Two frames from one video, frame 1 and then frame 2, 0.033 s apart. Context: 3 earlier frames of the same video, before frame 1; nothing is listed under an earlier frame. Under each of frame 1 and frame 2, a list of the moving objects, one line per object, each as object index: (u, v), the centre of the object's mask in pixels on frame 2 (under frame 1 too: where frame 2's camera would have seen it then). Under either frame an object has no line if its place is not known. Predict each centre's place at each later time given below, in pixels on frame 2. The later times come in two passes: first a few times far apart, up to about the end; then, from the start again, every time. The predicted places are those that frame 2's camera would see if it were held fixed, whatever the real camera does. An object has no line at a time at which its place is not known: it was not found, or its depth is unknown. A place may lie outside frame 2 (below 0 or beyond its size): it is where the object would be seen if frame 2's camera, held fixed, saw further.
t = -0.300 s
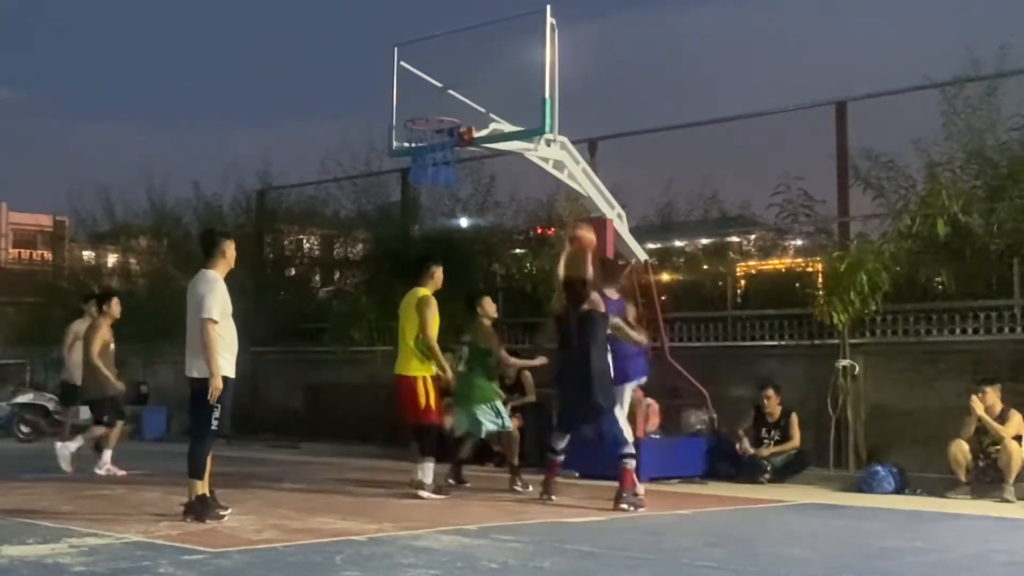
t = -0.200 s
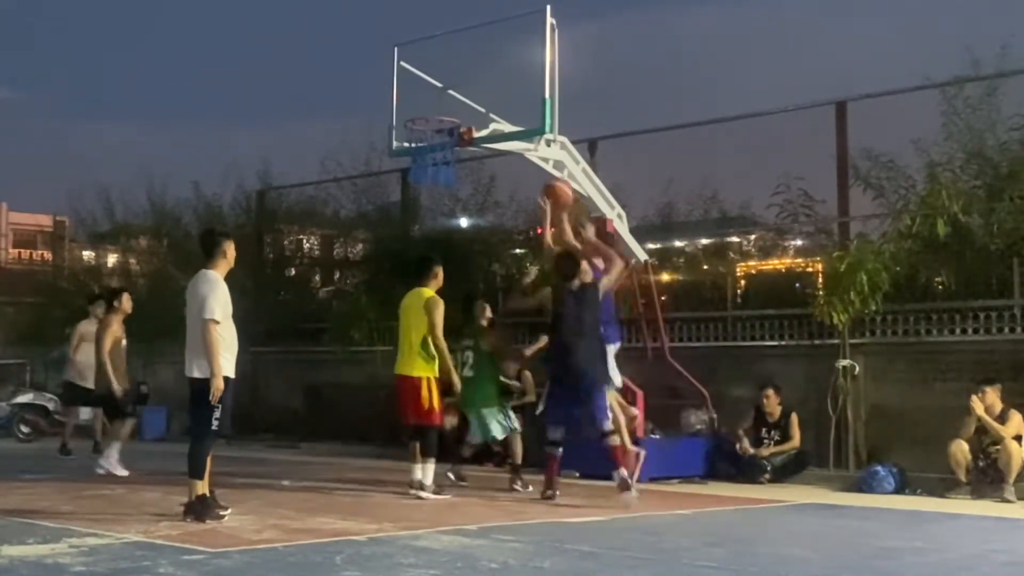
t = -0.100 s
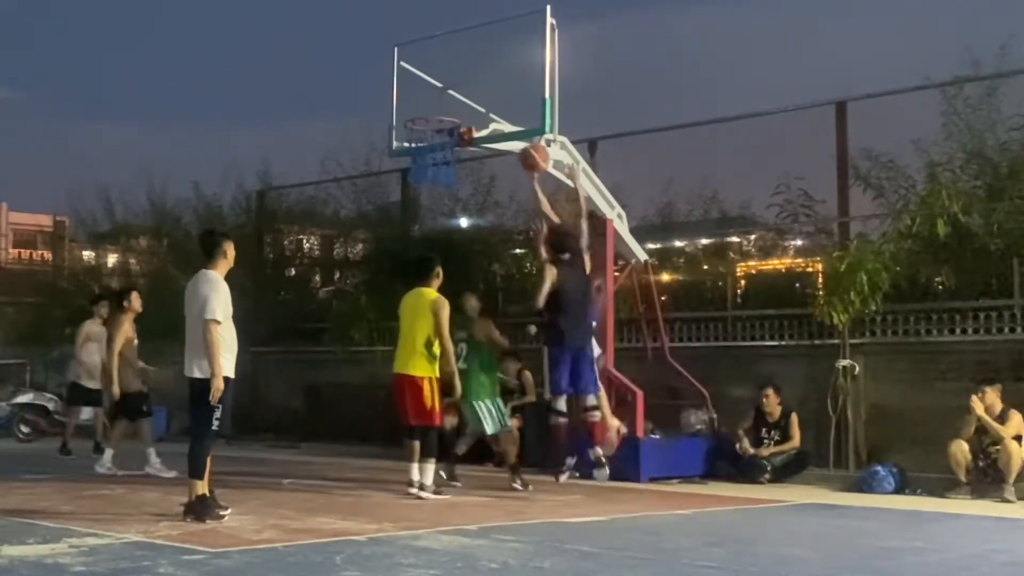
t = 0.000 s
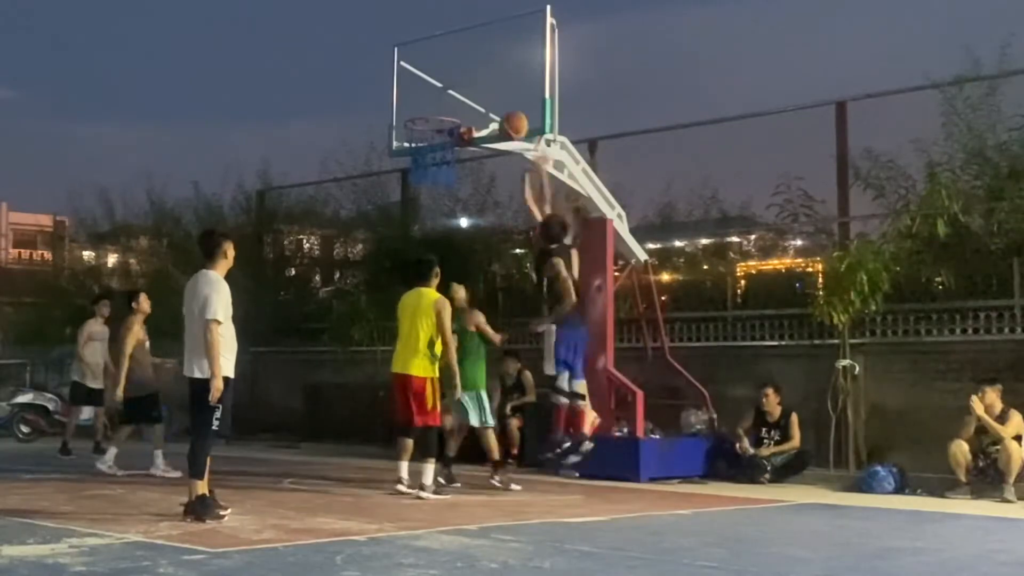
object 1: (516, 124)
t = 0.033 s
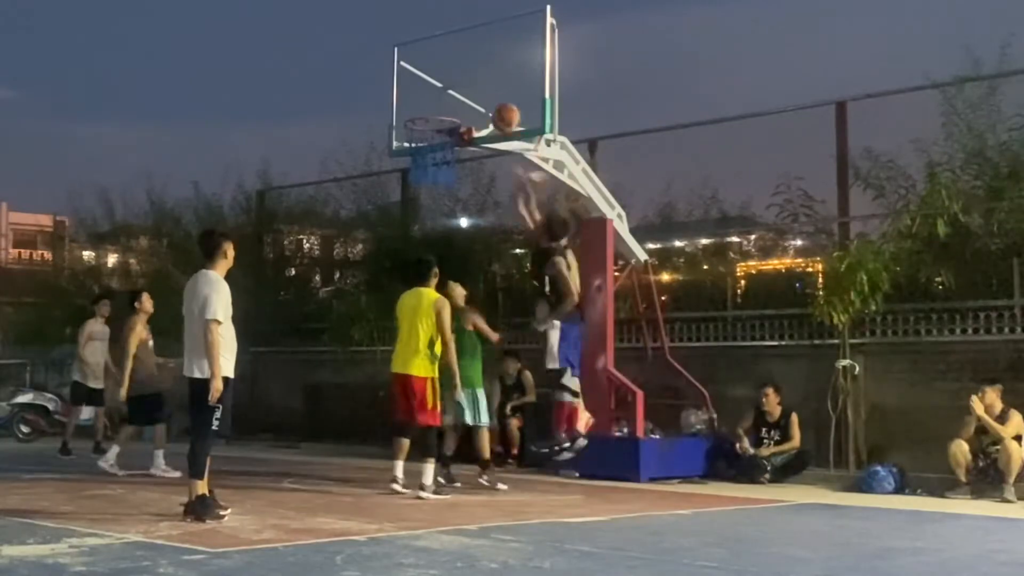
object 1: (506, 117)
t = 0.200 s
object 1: (474, 99)
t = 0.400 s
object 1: (436, 117)
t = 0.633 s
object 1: (425, 176)
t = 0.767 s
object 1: (418, 229)
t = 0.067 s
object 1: (500, 111)
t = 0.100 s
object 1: (493, 106)
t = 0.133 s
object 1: (486, 103)
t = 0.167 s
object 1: (480, 100)
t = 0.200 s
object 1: (474, 99)
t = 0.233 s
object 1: (468, 99)
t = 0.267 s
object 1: (461, 100)
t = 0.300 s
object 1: (454, 103)
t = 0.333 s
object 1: (448, 105)
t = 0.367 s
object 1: (441, 111)
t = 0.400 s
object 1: (436, 117)
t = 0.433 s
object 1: (430, 124)
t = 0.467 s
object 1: (427, 131)
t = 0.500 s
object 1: (426, 139)
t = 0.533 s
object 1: (428, 144)
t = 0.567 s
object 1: (425, 154)
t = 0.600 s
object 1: (427, 163)
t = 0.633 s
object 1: (425, 176)
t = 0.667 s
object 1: (420, 188)
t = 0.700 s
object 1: (419, 200)
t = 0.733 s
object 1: (418, 215)
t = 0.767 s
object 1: (418, 229)
